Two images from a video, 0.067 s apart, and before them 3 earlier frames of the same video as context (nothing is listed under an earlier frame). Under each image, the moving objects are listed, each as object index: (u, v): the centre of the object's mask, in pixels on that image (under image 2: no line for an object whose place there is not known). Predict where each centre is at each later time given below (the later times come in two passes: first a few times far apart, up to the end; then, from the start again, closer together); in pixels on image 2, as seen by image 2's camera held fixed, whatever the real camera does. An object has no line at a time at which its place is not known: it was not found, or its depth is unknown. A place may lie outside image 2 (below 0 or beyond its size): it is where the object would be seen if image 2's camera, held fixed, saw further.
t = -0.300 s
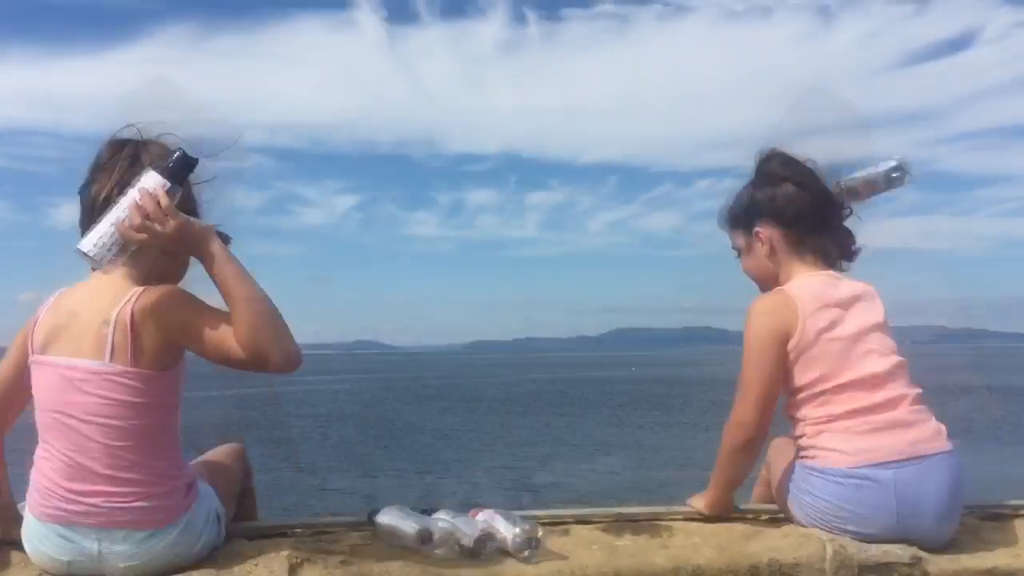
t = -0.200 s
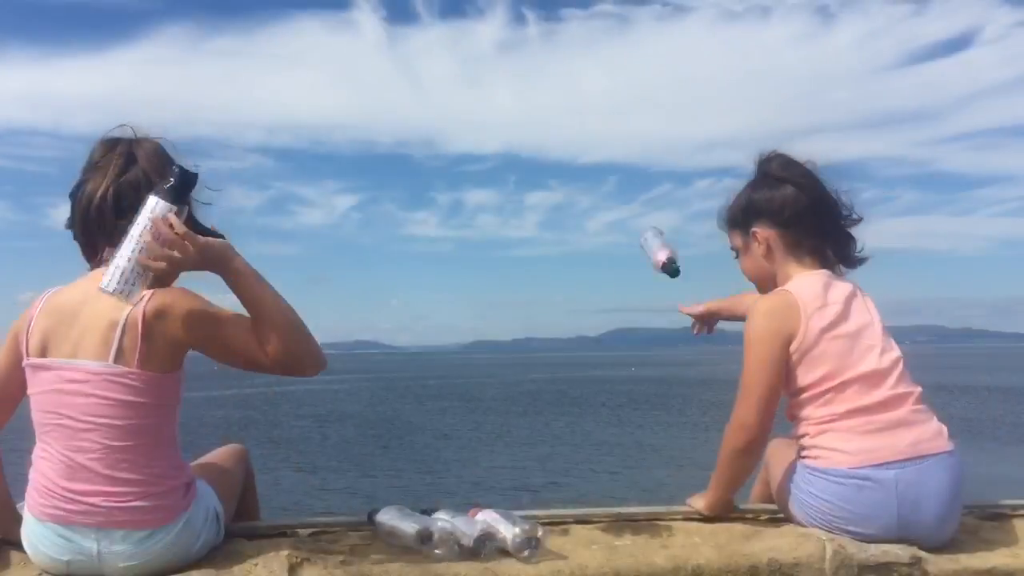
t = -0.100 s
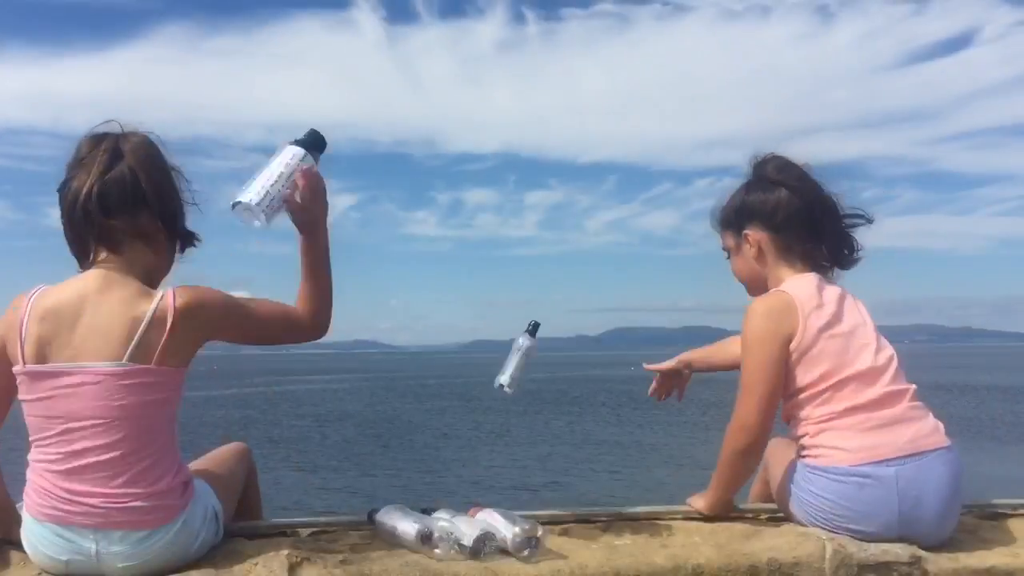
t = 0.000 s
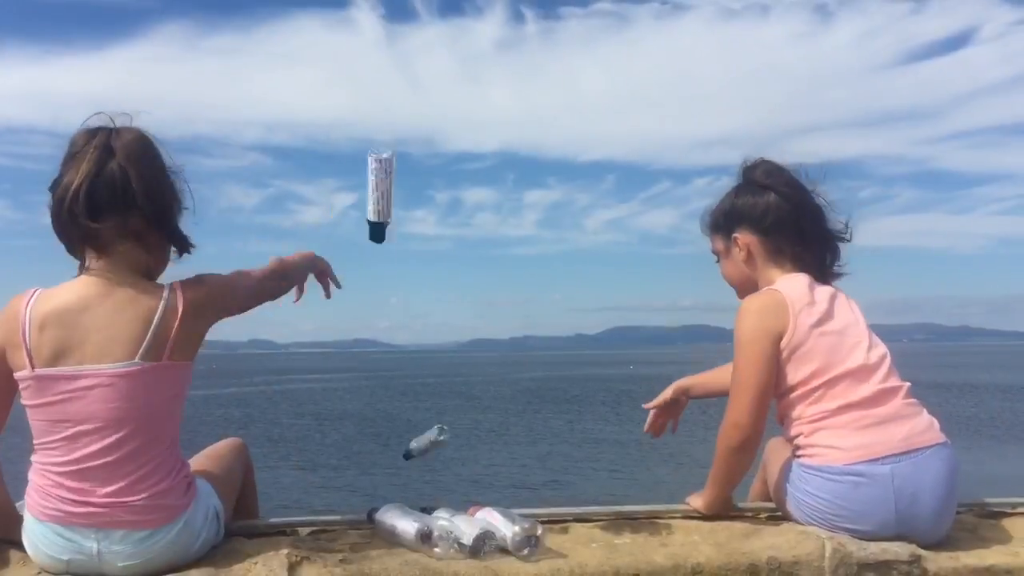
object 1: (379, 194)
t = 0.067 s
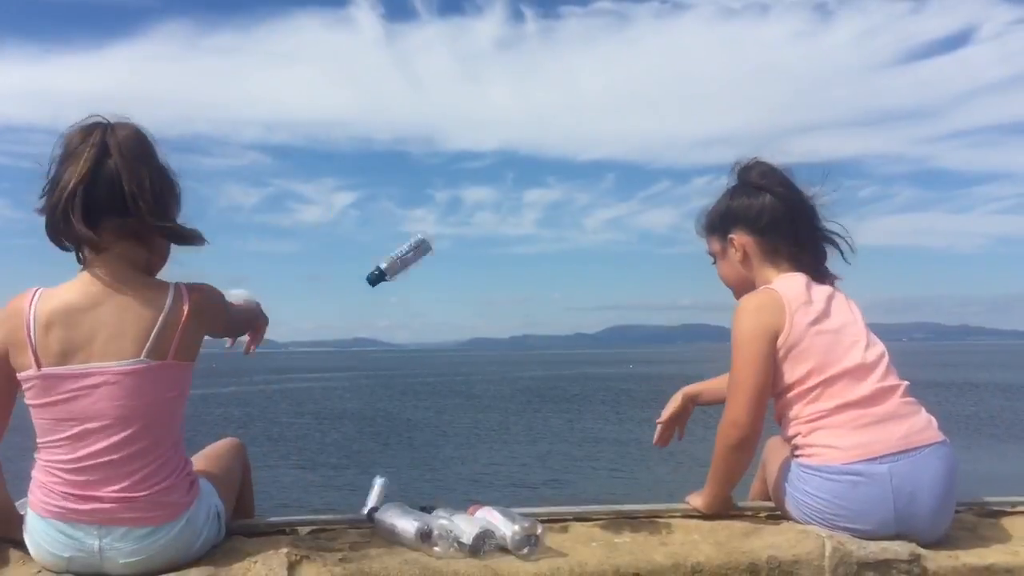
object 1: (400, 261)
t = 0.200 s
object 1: (419, 380)
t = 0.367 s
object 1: (445, 493)
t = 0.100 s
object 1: (408, 293)
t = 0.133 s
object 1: (414, 324)
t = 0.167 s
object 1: (417, 351)
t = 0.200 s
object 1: (419, 380)
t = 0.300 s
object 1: (427, 449)
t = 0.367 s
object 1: (445, 493)
